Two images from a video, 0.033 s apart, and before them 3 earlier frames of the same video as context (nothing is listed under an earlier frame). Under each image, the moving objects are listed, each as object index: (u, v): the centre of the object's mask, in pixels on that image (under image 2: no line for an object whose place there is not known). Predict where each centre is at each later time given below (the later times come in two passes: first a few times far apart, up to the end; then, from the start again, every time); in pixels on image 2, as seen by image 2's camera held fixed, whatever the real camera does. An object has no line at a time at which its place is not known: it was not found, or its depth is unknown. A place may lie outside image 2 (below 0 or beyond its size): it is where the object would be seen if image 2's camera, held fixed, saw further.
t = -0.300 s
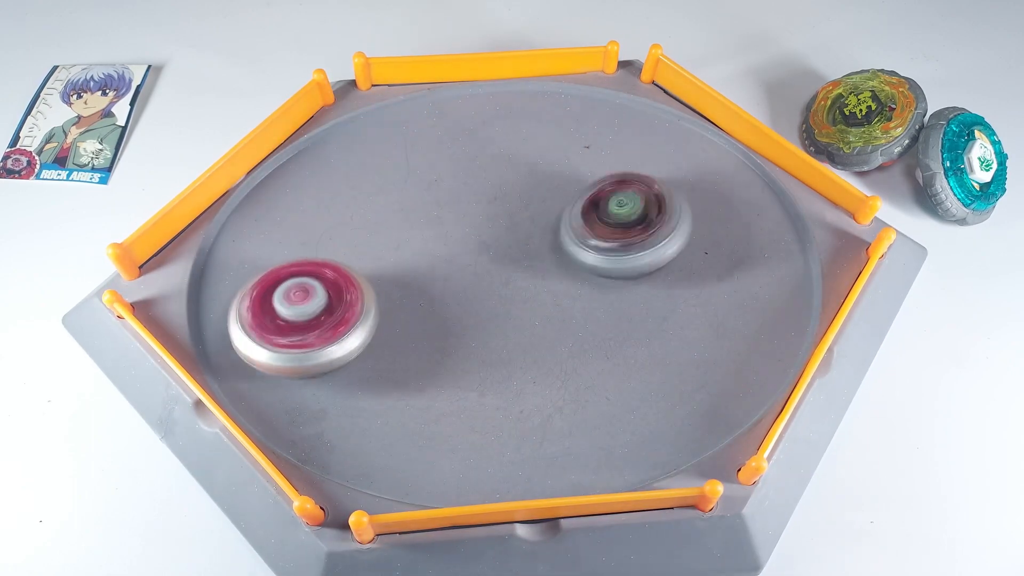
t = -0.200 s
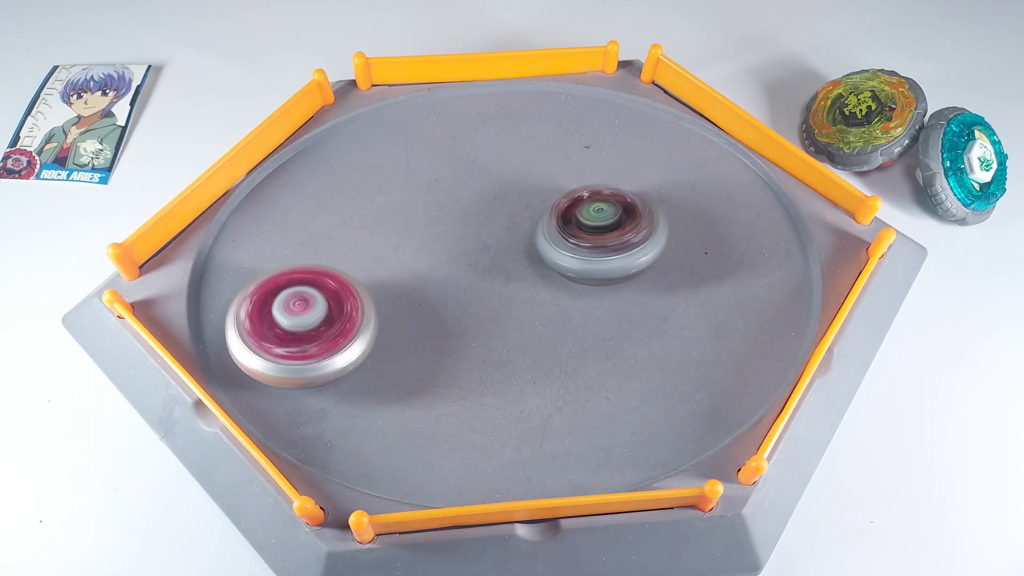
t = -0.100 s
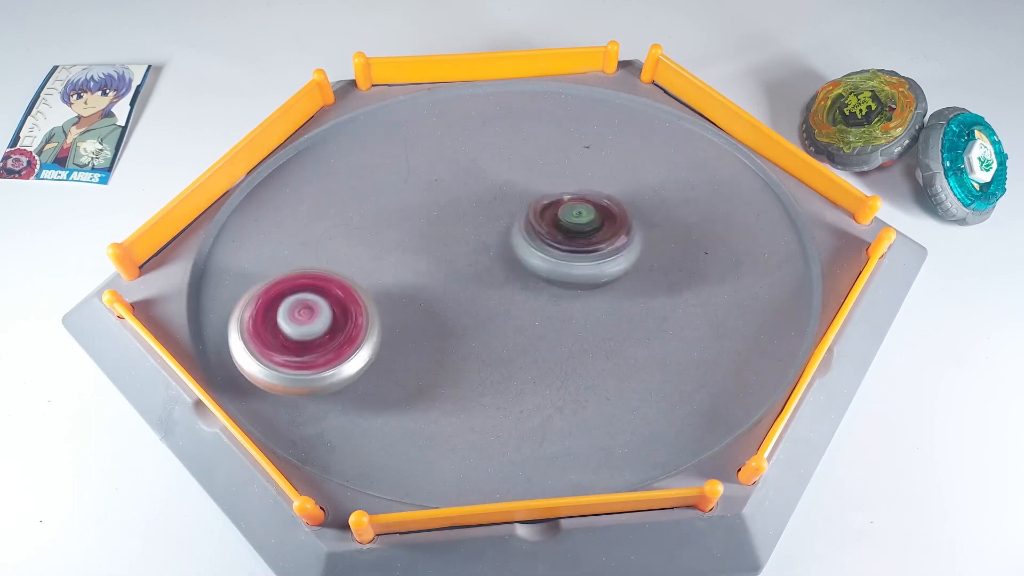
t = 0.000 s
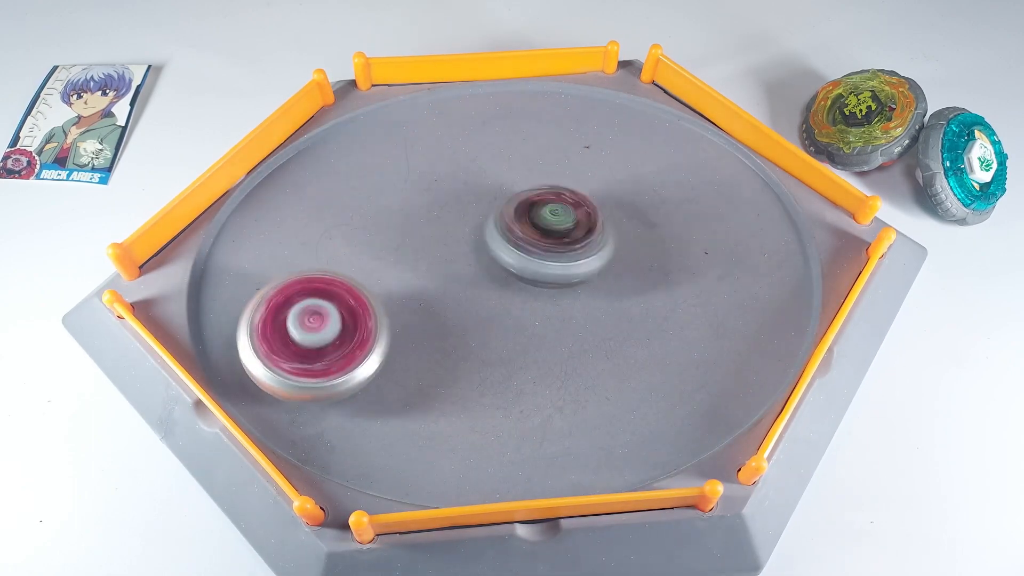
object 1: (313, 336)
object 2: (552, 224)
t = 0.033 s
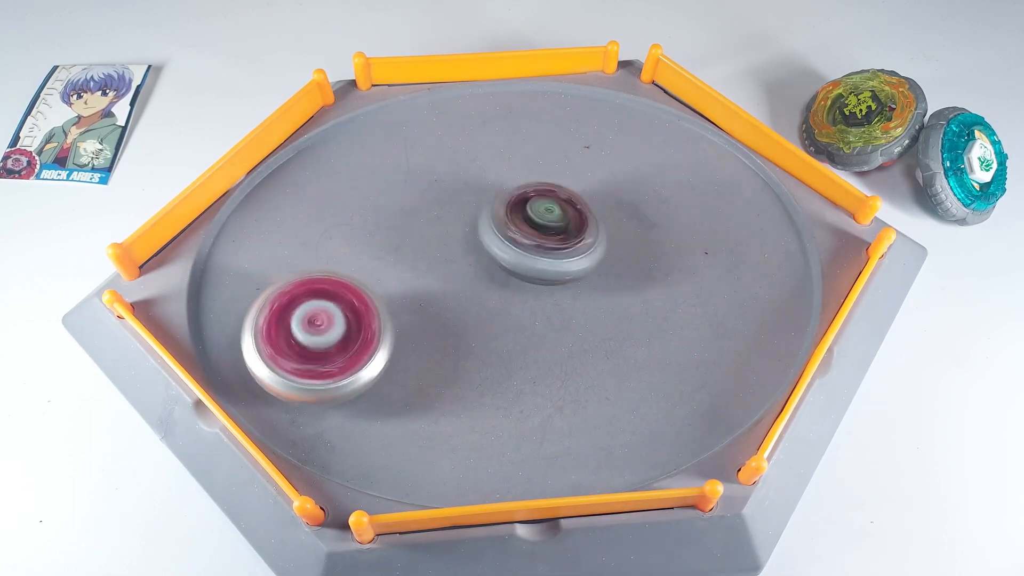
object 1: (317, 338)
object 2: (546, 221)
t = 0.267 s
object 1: (364, 347)
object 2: (514, 190)
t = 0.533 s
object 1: (437, 366)
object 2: (514, 168)
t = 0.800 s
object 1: (496, 395)
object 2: (512, 197)
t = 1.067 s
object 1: (532, 404)
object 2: (472, 232)
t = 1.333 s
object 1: (556, 385)
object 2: (419, 225)
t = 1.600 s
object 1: (585, 347)
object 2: (408, 202)
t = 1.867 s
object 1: (629, 316)
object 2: (426, 220)
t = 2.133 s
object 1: (663, 306)
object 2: (412, 263)
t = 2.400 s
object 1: (667, 300)
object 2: (381, 285)
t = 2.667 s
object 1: (644, 279)
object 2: (385, 268)
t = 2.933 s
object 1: (624, 247)
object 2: (428, 280)
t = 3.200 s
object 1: (623, 220)
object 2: (442, 320)
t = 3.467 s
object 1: (620, 215)
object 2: (425, 332)
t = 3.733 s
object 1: (600, 224)
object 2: (442, 304)
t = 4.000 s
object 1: (569, 226)
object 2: (480, 301)
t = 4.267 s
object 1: (571, 200)
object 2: (440, 332)
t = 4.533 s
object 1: (567, 202)
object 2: (440, 297)
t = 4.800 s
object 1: (684, 183)
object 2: (328, 320)
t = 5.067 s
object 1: (670, 191)
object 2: (345, 342)
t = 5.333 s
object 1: (619, 189)
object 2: (453, 277)
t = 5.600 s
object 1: (574, 170)
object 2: (477, 200)
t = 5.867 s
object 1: (579, 169)
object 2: (466, 181)
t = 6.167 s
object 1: (579, 224)
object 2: (450, 191)
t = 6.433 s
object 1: (545, 316)
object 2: (419, 224)
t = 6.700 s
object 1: (556, 359)
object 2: (428, 225)
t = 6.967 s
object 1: (534, 348)
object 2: (430, 226)
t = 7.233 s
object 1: (516, 330)
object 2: (428, 226)
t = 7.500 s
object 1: (514, 311)
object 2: (427, 226)
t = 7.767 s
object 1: (521, 302)
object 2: (426, 226)
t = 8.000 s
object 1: (525, 297)
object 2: (428, 224)
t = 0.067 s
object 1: (322, 339)
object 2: (538, 219)
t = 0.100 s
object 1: (327, 340)
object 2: (532, 214)
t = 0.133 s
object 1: (333, 342)
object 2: (528, 210)
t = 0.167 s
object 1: (340, 342)
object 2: (521, 206)
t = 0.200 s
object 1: (346, 344)
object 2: (519, 200)
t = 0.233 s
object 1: (354, 346)
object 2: (514, 195)
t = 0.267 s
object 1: (364, 347)
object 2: (514, 190)
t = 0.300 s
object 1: (372, 348)
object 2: (511, 186)
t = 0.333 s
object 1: (381, 350)
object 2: (510, 181)
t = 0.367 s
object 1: (390, 352)
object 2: (510, 180)
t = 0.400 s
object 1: (400, 354)
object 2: (509, 174)
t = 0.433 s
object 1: (409, 358)
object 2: (510, 171)
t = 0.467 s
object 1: (419, 359)
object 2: (511, 168)
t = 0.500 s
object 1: (427, 362)
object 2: (513, 167)
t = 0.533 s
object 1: (437, 366)
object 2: (514, 168)
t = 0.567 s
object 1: (445, 369)
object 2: (514, 169)
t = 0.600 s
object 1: (453, 373)
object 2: (514, 173)
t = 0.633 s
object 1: (462, 377)
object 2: (514, 174)
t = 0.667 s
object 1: (469, 380)
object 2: (519, 179)
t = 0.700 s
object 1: (476, 384)
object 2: (515, 184)
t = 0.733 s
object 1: (484, 388)
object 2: (515, 187)
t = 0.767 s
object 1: (490, 391)
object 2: (514, 193)
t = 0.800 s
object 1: (496, 395)
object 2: (512, 197)
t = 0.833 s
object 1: (503, 397)
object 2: (506, 201)
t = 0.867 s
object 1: (507, 400)
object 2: (506, 208)
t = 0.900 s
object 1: (512, 401)
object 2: (501, 215)
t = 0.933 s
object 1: (517, 403)
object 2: (497, 219)
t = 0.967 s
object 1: (521, 404)
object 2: (494, 223)
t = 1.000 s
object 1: (525, 404)
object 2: (488, 224)
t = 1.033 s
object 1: (528, 404)
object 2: (481, 228)
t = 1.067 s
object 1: (532, 404)
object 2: (472, 232)
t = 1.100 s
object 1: (535, 403)
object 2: (466, 232)
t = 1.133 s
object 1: (538, 402)
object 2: (457, 234)
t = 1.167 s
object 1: (542, 400)
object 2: (449, 233)
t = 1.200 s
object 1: (545, 399)
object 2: (444, 234)
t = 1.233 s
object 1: (547, 396)
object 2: (436, 231)
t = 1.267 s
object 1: (550, 393)
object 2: (430, 230)
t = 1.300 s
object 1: (553, 389)
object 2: (423, 227)
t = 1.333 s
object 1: (556, 385)
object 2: (419, 225)
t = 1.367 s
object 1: (559, 381)
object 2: (413, 222)
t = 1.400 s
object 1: (562, 377)
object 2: (409, 218)
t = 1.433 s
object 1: (565, 373)
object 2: (408, 215)
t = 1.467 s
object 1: (569, 367)
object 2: (404, 212)
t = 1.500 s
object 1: (572, 362)
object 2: (403, 207)
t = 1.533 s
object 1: (577, 357)
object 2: (404, 207)
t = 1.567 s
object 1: (582, 352)
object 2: (404, 204)
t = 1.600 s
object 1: (585, 347)
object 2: (408, 202)
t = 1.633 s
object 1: (591, 342)
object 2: (410, 200)
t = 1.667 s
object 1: (596, 338)
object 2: (413, 200)
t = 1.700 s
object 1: (601, 333)
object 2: (414, 202)
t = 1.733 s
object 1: (607, 329)
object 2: (416, 203)
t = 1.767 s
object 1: (612, 326)
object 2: (422, 209)
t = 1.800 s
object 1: (618, 322)
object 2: (424, 212)
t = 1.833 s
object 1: (623, 319)
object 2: (426, 215)
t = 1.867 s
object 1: (629, 316)
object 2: (426, 220)
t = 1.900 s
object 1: (634, 314)
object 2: (428, 225)
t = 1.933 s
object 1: (639, 312)
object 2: (424, 231)
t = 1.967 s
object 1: (644, 311)
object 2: (423, 236)
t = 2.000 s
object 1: (649, 309)
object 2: (429, 243)
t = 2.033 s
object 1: (653, 308)
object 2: (425, 249)
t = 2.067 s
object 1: (657, 307)
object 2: (424, 252)
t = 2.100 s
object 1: (660, 307)
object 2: (418, 259)
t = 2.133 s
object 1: (663, 306)
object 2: (412, 263)
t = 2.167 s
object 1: (665, 306)
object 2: (410, 271)
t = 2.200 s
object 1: (667, 305)
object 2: (405, 274)
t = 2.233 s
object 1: (668, 305)
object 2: (405, 275)
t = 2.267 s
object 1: (669, 303)
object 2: (397, 278)
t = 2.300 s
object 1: (669, 302)
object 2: (392, 281)
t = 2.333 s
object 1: (669, 301)
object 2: (387, 284)
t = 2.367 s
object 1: (668, 300)
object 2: (383, 284)
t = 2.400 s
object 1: (667, 300)
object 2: (381, 285)
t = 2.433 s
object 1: (665, 299)
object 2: (375, 283)
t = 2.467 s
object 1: (661, 295)
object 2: (369, 277)
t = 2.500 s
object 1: (658, 294)
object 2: (371, 278)
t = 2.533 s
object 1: (655, 291)
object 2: (373, 275)
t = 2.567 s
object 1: (653, 289)
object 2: (374, 272)
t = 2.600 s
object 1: (650, 286)
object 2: (377, 268)
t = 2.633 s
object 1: (646, 283)
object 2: (380, 267)
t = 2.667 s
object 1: (644, 279)
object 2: (385, 268)
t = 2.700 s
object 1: (640, 276)
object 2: (389, 270)
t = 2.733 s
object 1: (637, 272)
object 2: (396, 267)
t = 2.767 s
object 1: (634, 268)
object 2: (400, 267)
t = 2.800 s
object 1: (631, 263)
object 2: (403, 270)
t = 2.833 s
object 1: (629, 259)
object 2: (408, 273)
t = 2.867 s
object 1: (626, 255)
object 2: (418, 278)
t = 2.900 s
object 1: (625, 250)
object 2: (424, 277)
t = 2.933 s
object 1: (624, 247)
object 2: (428, 280)
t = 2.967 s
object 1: (622, 243)
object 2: (429, 286)
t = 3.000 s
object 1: (622, 239)
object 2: (434, 291)
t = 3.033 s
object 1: (622, 235)
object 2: (440, 295)
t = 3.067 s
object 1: (621, 232)
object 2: (440, 300)
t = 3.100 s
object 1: (621, 229)
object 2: (442, 304)
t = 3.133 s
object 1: (622, 225)
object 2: (441, 311)
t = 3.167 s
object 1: (622, 223)
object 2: (441, 316)
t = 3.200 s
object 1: (623, 220)
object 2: (442, 320)
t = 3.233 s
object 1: (623, 218)
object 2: (439, 325)
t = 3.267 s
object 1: (623, 217)
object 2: (438, 326)
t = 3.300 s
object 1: (623, 216)
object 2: (435, 332)
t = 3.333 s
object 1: (623, 215)
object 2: (432, 333)
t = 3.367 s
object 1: (623, 215)
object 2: (432, 334)
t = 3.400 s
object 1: (622, 214)
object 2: (429, 334)
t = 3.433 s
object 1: (621, 215)
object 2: (427, 333)
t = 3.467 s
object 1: (620, 215)
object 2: (425, 332)
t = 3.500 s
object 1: (619, 215)
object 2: (424, 328)
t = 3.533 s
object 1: (618, 216)
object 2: (426, 323)
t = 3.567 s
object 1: (616, 218)
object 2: (426, 321)
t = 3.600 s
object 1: (613, 219)
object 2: (428, 318)
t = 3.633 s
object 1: (611, 220)
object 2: (433, 316)
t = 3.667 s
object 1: (608, 221)
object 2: (438, 312)
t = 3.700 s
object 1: (604, 223)
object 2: (441, 308)
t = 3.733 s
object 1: (600, 224)
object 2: (442, 304)
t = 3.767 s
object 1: (596, 225)
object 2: (451, 304)
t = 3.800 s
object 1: (592, 226)
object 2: (460, 301)
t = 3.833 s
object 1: (588, 227)
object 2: (465, 299)
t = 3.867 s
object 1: (583, 227)
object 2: (469, 297)
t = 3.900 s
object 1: (579, 227)
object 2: (472, 302)
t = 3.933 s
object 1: (575, 227)
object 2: (483, 299)
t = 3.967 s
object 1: (573, 227)
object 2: (481, 301)
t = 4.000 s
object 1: (569, 226)
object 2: (480, 301)
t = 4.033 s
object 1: (573, 216)
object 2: (466, 312)
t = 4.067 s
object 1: (576, 213)
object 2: (464, 318)
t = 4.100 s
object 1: (573, 211)
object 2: (459, 322)
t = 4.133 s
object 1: (572, 208)
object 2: (456, 324)
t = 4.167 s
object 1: (572, 206)
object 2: (451, 331)
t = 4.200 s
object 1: (571, 204)
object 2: (446, 332)
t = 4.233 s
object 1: (570, 201)
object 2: (446, 333)
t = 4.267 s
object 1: (571, 200)
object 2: (440, 332)
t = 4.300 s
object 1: (570, 199)
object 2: (437, 331)
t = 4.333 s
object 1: (570, 199)
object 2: (434, 328)
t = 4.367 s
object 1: (570, 199)
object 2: (433, 324)
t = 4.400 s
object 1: (569, 199)
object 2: (433, 317)
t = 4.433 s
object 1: (569, 199)
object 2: (432, 315)
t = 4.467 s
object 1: (568, 200)
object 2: (435, 308)
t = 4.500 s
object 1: (568, 201)
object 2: (439, 300)
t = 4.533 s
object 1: (567, 202)
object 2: (440, 297)
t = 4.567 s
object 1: (566, 204)
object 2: (448, 291)
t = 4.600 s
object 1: (565, 206)
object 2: (457, 284)
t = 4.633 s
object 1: (564, 207)
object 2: (458, 279)
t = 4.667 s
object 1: (564, 210)
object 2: (457, 281)
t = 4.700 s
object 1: (599, 198)
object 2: (421, 292)
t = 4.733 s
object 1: (636, 187)
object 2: (372, 308)
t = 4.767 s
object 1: (663, 181)
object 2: (347, 316)
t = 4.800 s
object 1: (684, 183)
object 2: (328, 320)
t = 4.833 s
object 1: (692, 189)
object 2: (321, 325)
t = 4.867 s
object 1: (689, 193)
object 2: (320, 324)
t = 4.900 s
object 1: (683, 193)
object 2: (321, 326)
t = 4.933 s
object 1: (681, 191)
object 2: (332, 327)
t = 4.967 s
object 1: (680, 190)
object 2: (330, 333)
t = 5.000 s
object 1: (677, 191)
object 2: (335, 337)
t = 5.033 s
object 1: (674, 190)
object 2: (336, 341)
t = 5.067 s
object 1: (670, 191)
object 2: (345, 342)
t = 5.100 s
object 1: (666, 192)
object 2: (342, 340)
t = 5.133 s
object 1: (660, 192)
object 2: (358, 338)
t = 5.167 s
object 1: (654, 192)
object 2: (368, 340)
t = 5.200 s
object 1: (648, 192)
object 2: (389, 328)
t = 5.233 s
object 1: (641, 192)
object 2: (405, 322)
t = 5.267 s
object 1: (633, 191)
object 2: (423, 306)
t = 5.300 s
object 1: (627, 190)
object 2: (439, 293)
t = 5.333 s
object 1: (619, 189)
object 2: (453, 277)
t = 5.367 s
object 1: (612, 188)
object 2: (463, 262)
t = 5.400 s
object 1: (606, 186)
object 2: (471, 248)
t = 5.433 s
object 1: (599, 184)
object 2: (474, 234)
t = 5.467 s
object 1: (593, 181)
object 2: (476, 223)
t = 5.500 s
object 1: (586, 179)
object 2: (476, 215)
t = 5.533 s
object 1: (581, 176)
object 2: (478, 208)
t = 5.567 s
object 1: (576, 173)
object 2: (478, 203)
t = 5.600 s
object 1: (574, 170)
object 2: (477, 200)
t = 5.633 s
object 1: (573, 170)
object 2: (477, 200)
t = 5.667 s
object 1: (572, 169)
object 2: (474, 199)
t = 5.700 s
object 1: (570, 166)
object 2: (473, 198)
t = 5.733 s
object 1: (575, 166)
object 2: (467, 191)
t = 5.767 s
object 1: (576, 167)
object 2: (468, 186)
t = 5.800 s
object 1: (577, 167)
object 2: (467, 180)
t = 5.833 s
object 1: (578, 167)
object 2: (464, 180)
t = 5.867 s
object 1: (579, 169)
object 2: (466, 181)
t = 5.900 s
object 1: (580, 171)
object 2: (466, 181)
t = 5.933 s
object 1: (580, 175)
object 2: (466, 181)
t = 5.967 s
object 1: (586, 180)
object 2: (461, 181)
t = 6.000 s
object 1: (598, 186)
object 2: (447, 182)
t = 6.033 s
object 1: (600, 194)
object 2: (443, 180)
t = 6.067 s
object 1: (594, 201)
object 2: (443, 180)
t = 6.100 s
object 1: (591, 206)
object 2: (447, 183)
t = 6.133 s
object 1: (585, 214)
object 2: (449, 187)
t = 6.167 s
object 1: (579, 224)
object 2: (450, 191)
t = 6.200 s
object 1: (572, 234)
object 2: (451, 197)
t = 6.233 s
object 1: (567, 244)
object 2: (445, 201)
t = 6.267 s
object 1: (561, 256)
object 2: (440, 209)
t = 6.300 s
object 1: (555, 268)
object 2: (433, 216)
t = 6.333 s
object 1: (551, 281)
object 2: (428, 225)
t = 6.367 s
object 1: (548, 292)
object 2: (423, 224)
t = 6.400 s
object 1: (546, 303)
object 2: (419, 225)
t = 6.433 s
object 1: (545, 316)
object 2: (419, 224)
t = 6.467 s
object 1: (546, 330)
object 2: (418, 224)
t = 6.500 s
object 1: (551, 338)
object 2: (417, 224)
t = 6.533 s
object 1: (554, 345)
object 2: (416, 224)
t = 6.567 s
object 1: (556, 352)
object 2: (417, 224)
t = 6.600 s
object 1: (558, 357)
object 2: (417, 224)
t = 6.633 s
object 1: (557, 360)
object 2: (418, 224)
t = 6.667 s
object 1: (557, 360)
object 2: (420, 224)
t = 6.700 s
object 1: (556, 359)
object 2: (428, 225)
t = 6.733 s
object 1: (557, 356)
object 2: (431, 224)
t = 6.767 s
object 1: (556, 355)
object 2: (433, 223)
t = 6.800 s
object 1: (554, 353)
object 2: (432, 223)
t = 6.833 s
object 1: (549, 352)
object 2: (430, 225)
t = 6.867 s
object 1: (546, 352)
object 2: (429, 226)
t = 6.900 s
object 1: (541, 351)
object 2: (431, 225)
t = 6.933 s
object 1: (537, 349)
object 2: (430, 226)
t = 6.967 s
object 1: (534, 348)
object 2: (430, 226)
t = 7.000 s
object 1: (530, 346)
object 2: (430, 226)
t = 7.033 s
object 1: (528, 344)
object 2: (430, 226)
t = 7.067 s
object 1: (525, 342)
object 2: (430, 226)
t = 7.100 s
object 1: (522, 340)
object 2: (426, 225)
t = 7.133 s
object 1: (520, 337)
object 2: (429, 226)
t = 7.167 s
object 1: (519, 335)
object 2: (429, 226)
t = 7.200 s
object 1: (517, 332)
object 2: (425, 225)
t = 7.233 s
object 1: (516, 330)
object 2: (428, 226)
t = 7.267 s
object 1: (515, 327)
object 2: (428, 225)
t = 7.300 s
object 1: (514, 325)
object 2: (427, 226)
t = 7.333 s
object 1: (513, 322)
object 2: (427, 226)
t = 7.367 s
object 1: (514, 320)
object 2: (427, 226)
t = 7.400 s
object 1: (513, 317)
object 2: (427, 226)
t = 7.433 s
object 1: (514, 315)
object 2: (427, 226)
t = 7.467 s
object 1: (515, 313)
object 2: (427, 226)
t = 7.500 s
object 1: (514, 311)
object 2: (427, 226)
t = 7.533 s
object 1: (515, 310)
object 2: (427, 226)
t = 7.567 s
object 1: (516, 309)
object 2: (426, 226)
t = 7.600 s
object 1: (517, 307)
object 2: (426, 226)
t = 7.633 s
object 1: (517, 305)
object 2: (426, 226)
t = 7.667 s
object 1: (517, 305)
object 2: (425, 226)
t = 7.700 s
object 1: (519, 303)
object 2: (427, 226)
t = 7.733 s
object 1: (520, 302)
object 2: (427, 226)
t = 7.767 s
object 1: (521, 302)
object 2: (426, 226)
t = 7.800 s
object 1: (522, 301)
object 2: (427, 226)
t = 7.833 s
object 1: (523, 300)
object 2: (427, 226)
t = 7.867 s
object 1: (523, 300)
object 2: (427, 226)
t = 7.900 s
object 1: (524, 299)
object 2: (427, 226)
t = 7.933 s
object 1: (525, 298)
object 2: (427, 225)
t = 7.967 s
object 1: (524, 298)
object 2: (427, 226)
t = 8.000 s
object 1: (525, 297)
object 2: (428, 224)
